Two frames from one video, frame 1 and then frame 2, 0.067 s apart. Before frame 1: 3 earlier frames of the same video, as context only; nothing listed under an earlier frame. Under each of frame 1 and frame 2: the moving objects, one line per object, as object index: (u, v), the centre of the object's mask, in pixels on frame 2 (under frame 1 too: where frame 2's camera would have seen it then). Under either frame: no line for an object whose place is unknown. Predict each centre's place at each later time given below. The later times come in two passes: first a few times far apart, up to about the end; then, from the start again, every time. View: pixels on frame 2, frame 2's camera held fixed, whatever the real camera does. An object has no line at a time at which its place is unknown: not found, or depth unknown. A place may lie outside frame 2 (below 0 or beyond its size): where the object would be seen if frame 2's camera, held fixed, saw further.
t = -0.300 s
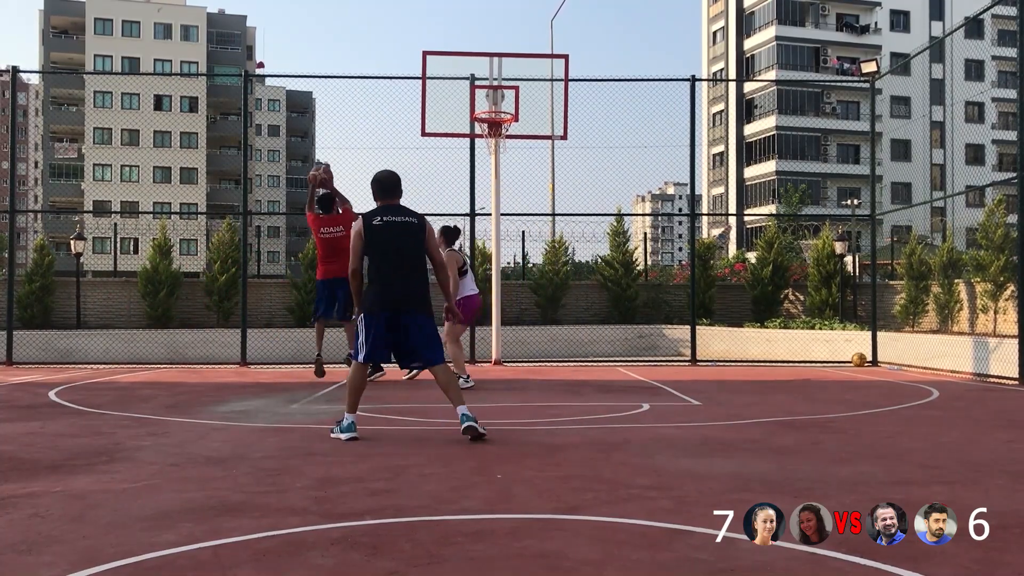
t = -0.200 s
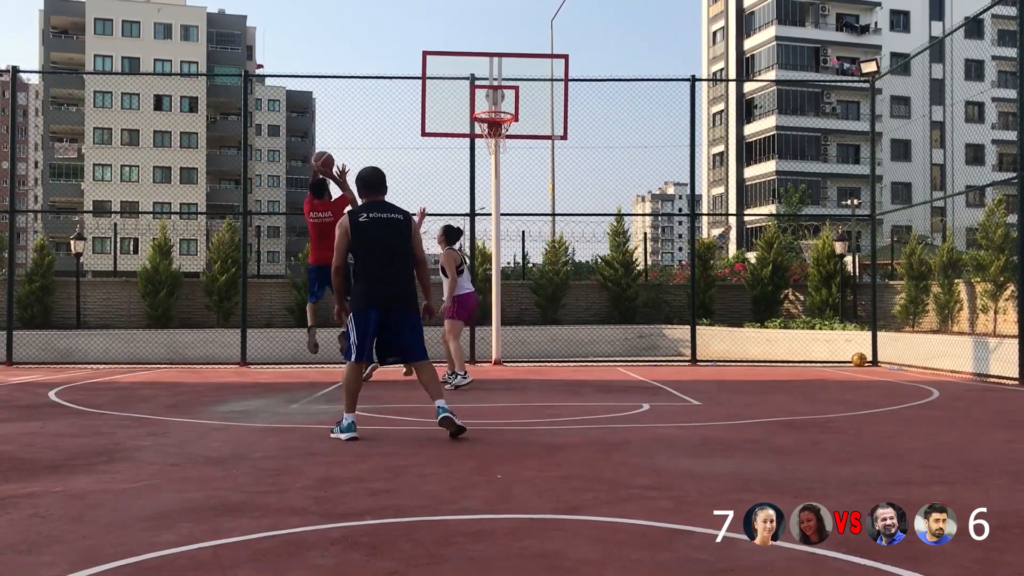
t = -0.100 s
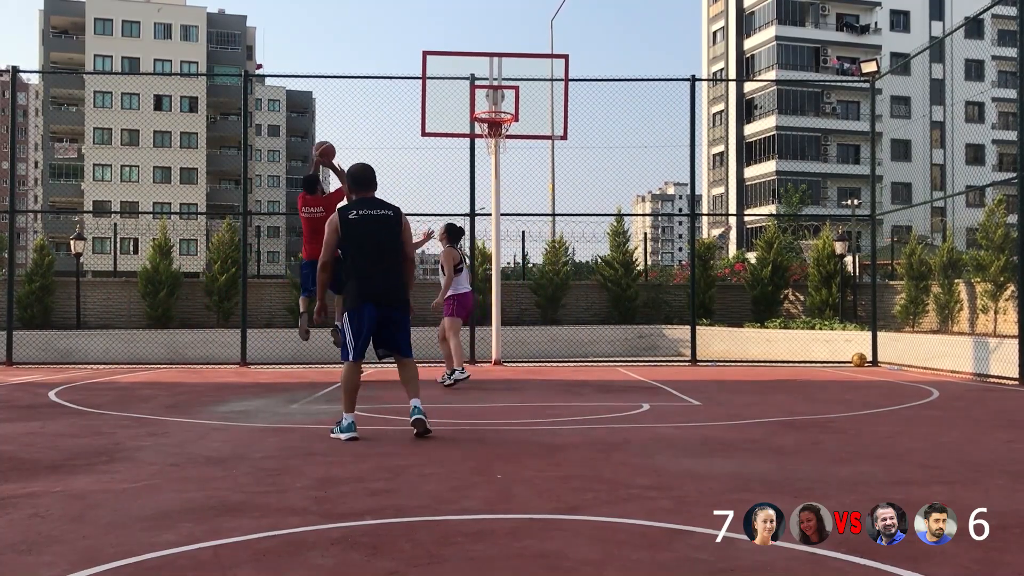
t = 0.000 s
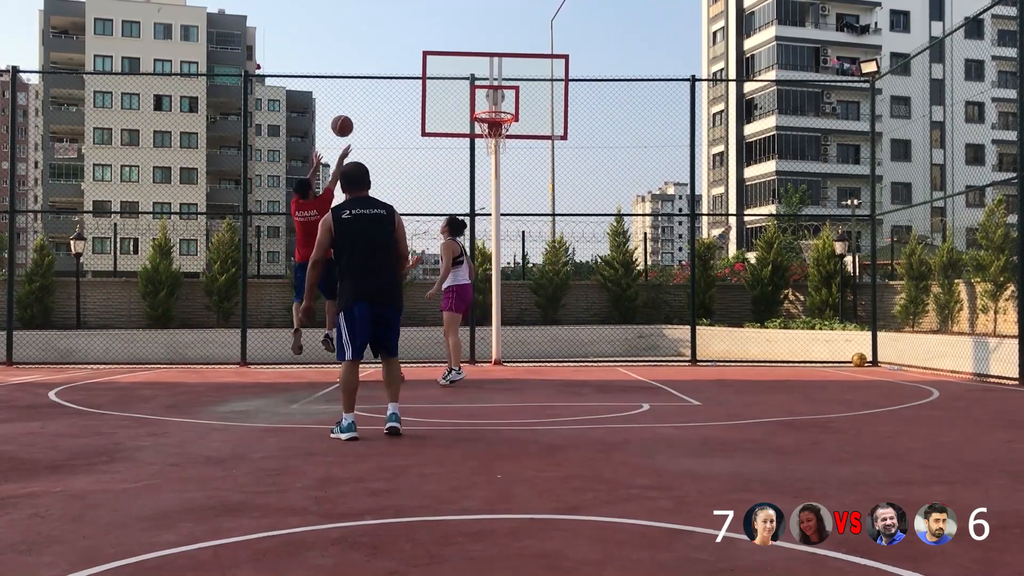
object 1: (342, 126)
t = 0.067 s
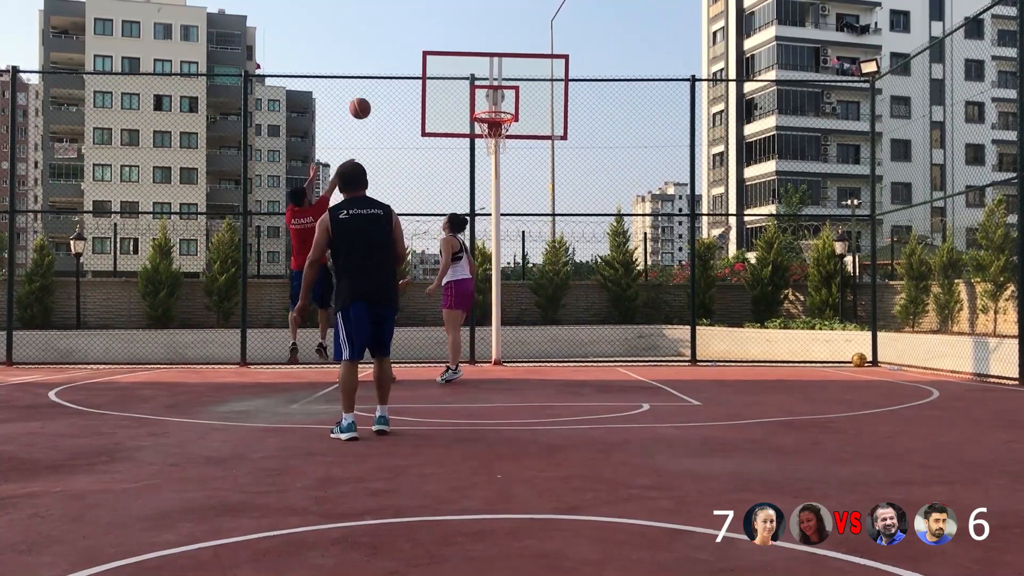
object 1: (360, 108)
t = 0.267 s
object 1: (409, 81)
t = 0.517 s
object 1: (463, 97)
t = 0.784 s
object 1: (473, 83)
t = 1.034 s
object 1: (462, 85)
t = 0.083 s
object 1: (364, 104)
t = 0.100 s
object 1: (369, 101)
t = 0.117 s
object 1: (373, 98)
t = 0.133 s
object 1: (377, 95)
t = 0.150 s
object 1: (381, 92)
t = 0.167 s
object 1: (385, 90)
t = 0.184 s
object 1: (390, 88)
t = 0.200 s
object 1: (394, 86)
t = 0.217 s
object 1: (398, 85)
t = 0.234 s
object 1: (402, 83)
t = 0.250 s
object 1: (406, 82)
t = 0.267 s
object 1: (409, 81)
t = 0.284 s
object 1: (413, 81)
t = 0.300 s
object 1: (417, 81)
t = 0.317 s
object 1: (421, 80)
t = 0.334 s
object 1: (425, 81)
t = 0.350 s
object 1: (429, 81)
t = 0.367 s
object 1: (432, 82)
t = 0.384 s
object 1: (436, 82)
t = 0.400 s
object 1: (440, 84)
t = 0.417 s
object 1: (444, 85)
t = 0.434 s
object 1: (447, 86)
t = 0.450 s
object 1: (451, 88)
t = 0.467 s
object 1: (454, 90)
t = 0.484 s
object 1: (458, 92)
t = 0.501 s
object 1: (461, 94)
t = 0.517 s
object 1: (463, 97)
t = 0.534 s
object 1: (468, 100)
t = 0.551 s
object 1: (472, 103)
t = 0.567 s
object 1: (475, 105)
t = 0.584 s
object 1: (478, 107)
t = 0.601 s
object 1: (479, 108)
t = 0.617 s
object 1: (479, 107)
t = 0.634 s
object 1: (479, 105)
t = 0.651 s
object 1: (479, 102)
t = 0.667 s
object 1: (478, 99)
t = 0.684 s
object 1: (478, 96)
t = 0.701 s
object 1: (477, 94)
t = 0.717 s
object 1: (476, 91)
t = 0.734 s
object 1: (475, 89)
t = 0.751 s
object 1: (475, 86)
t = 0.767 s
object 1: (474, 85)
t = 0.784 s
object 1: (473, 83)
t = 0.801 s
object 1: (473, 82)
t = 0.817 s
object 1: (472, 80)
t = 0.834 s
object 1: (471, 79)
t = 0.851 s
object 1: (470, 79)
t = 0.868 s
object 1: (470, 78)
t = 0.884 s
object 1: (469, 78)
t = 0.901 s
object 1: (469, 78)
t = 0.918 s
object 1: (468, 78)
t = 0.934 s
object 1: (467, 78)
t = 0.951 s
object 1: (467, 79)
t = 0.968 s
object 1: (466, 80)
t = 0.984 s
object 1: (465, 81)
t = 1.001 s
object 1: (464, 82)
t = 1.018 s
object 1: (463, 83)
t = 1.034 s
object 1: (462, 85)
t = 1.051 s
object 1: (462, 87)
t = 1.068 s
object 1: (461, 90)
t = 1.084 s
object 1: (461, 92)
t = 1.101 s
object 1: (460, 95)
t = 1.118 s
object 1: (460, 98)
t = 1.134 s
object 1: (459, 101)
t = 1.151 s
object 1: (459, 104)
